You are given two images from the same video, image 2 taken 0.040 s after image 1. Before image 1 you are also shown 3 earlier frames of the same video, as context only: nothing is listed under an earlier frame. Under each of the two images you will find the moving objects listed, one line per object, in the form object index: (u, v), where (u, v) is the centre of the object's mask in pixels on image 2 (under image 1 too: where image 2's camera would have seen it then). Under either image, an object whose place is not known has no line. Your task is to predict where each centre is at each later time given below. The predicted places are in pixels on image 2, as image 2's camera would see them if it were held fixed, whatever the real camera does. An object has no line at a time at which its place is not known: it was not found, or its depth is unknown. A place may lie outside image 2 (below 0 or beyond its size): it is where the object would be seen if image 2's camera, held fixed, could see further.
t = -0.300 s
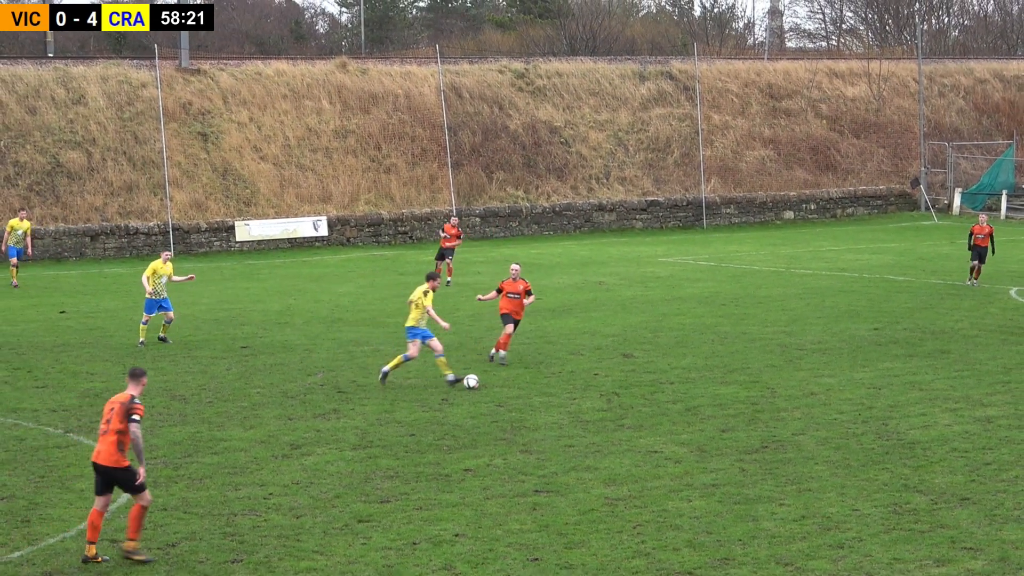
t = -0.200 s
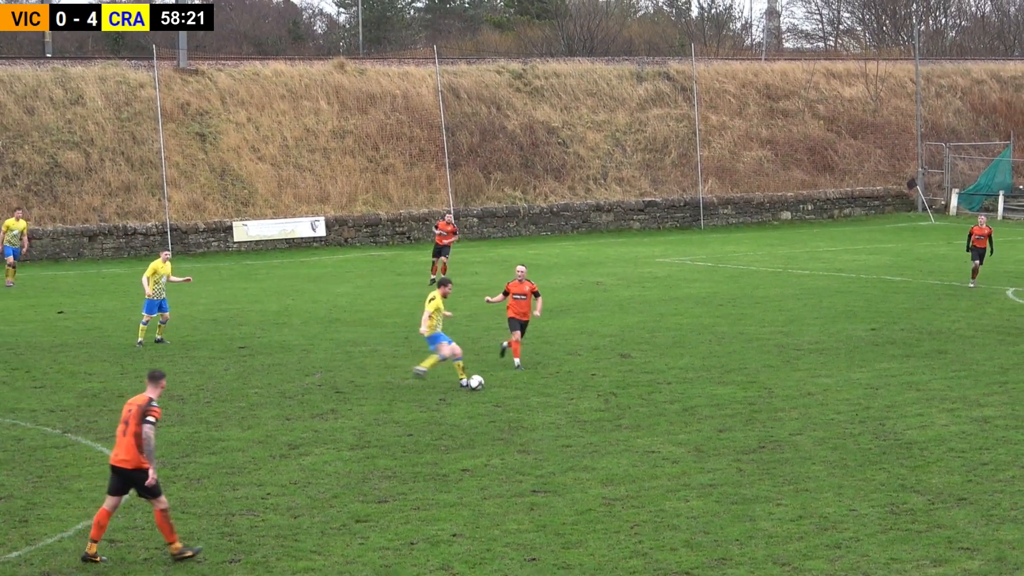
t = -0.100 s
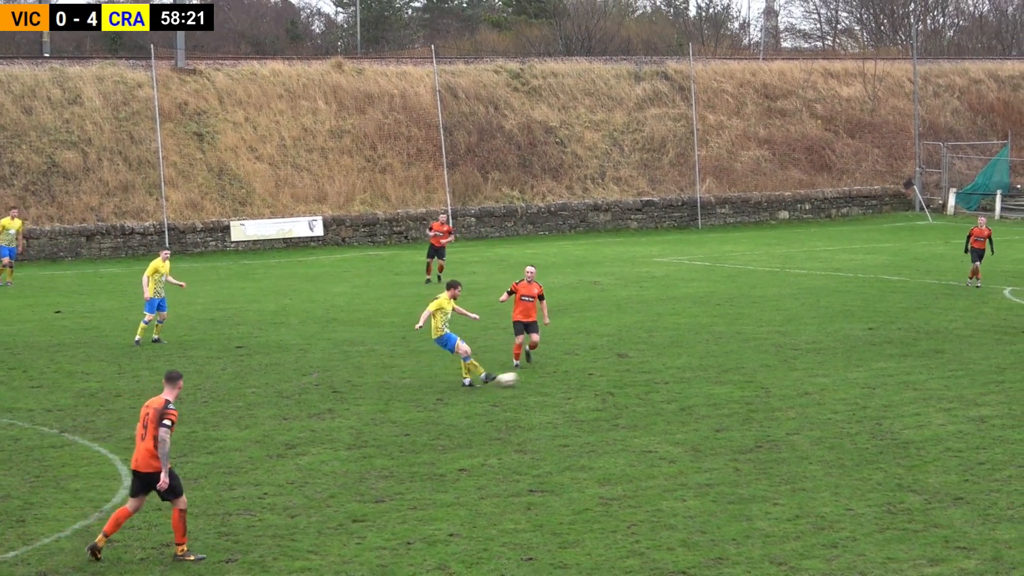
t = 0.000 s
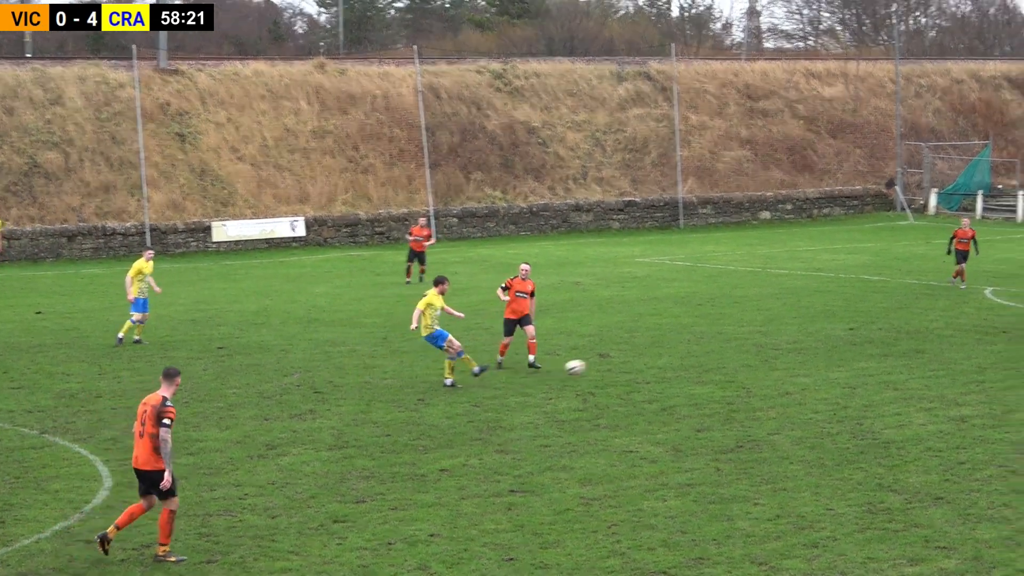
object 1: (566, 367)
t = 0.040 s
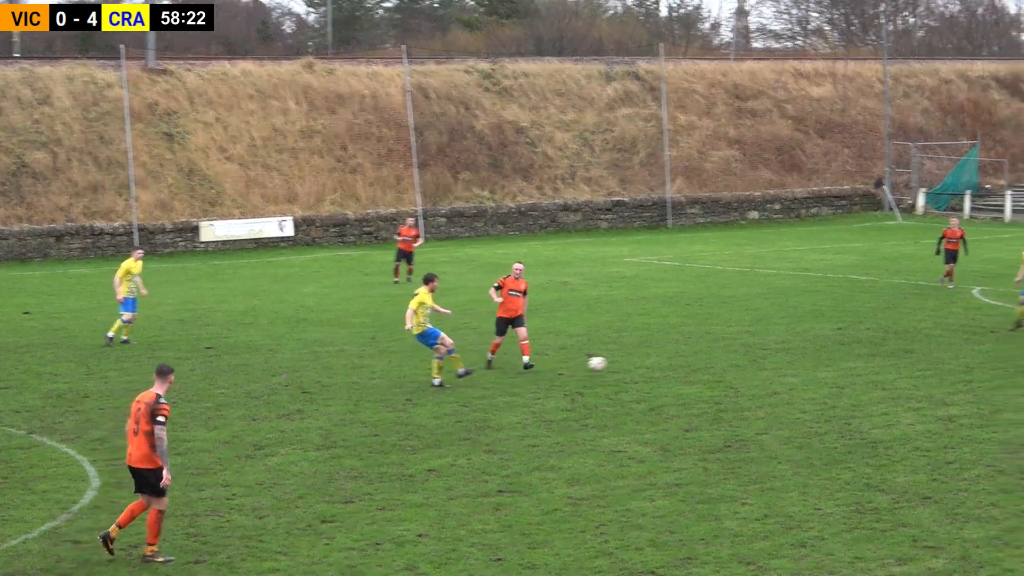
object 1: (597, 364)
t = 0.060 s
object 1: (612, 362)
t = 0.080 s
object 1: (627, 362)
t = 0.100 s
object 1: (642, 362)
